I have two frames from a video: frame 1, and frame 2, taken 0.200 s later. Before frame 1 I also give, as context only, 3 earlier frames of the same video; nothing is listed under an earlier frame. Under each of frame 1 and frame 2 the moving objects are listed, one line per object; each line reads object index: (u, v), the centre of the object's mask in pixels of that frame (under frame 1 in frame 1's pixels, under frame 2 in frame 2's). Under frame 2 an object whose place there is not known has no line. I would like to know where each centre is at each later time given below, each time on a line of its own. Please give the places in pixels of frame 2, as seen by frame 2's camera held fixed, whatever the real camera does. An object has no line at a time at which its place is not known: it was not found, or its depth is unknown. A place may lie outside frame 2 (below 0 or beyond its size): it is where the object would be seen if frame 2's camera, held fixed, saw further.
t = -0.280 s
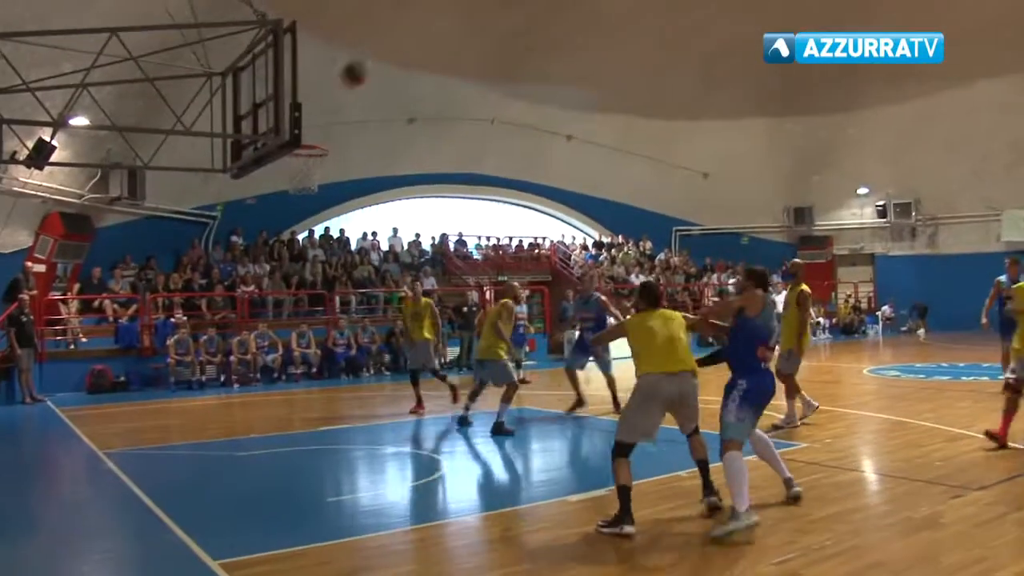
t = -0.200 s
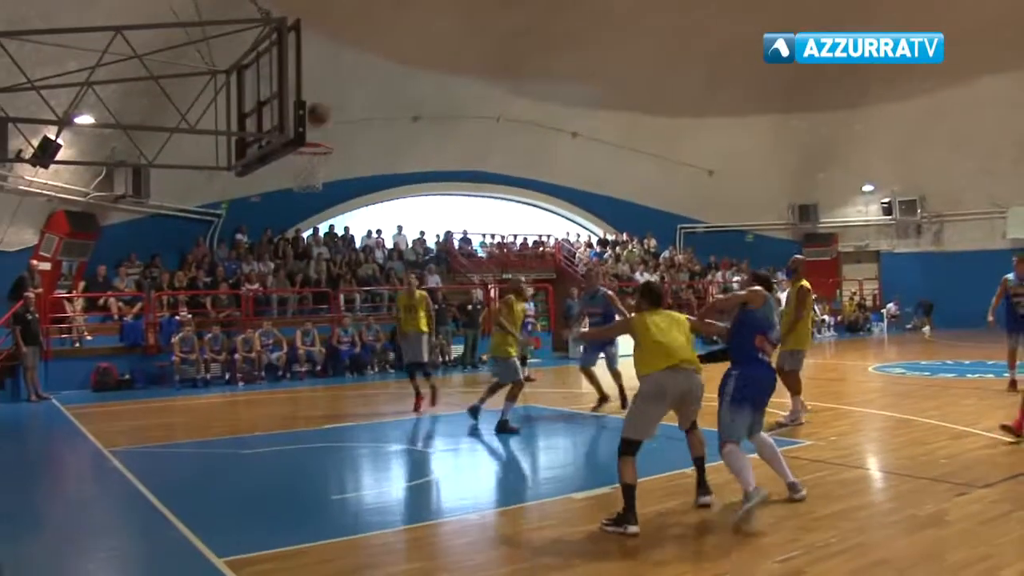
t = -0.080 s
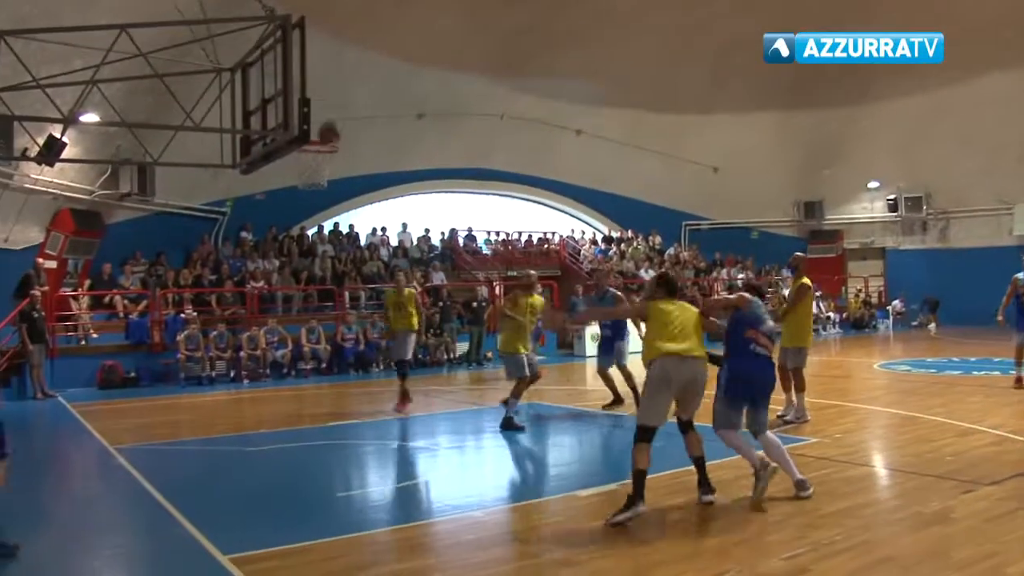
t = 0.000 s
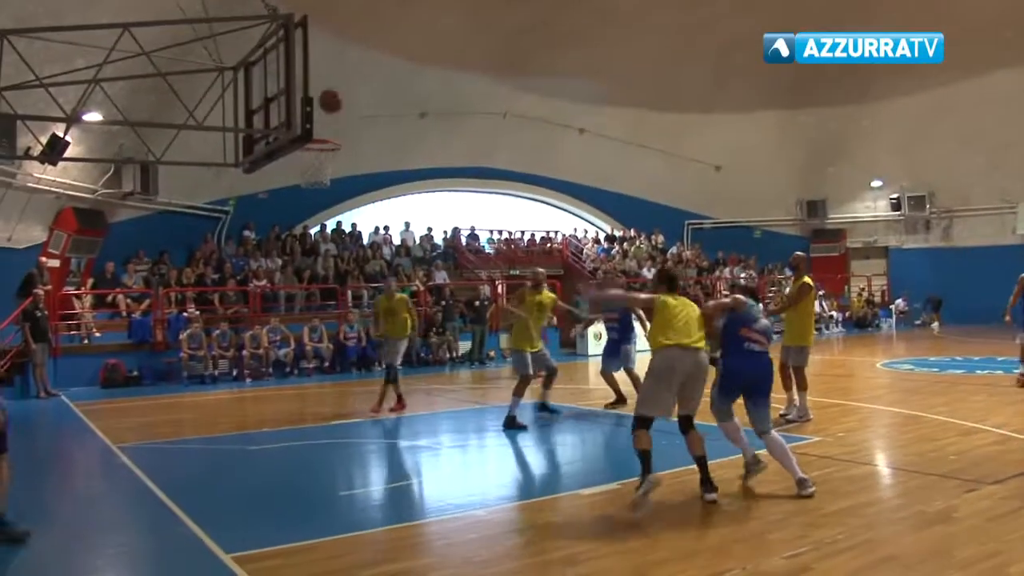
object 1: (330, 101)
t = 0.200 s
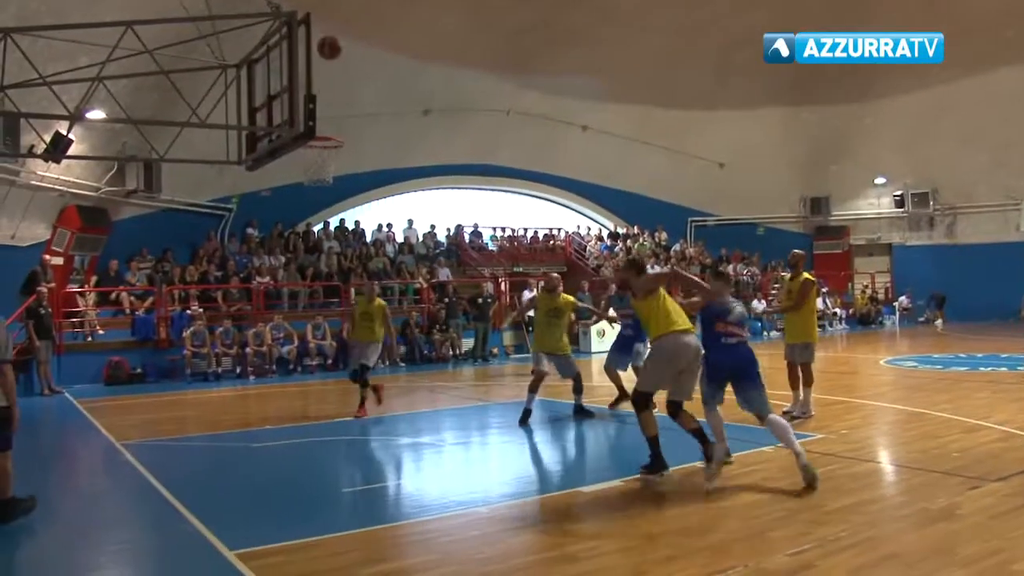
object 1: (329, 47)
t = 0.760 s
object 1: (325, 121)
